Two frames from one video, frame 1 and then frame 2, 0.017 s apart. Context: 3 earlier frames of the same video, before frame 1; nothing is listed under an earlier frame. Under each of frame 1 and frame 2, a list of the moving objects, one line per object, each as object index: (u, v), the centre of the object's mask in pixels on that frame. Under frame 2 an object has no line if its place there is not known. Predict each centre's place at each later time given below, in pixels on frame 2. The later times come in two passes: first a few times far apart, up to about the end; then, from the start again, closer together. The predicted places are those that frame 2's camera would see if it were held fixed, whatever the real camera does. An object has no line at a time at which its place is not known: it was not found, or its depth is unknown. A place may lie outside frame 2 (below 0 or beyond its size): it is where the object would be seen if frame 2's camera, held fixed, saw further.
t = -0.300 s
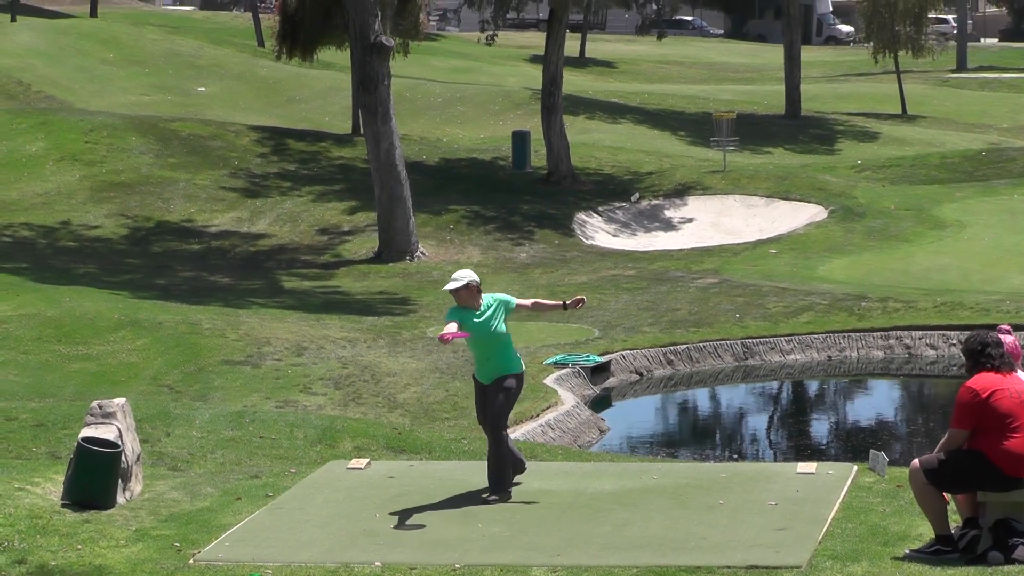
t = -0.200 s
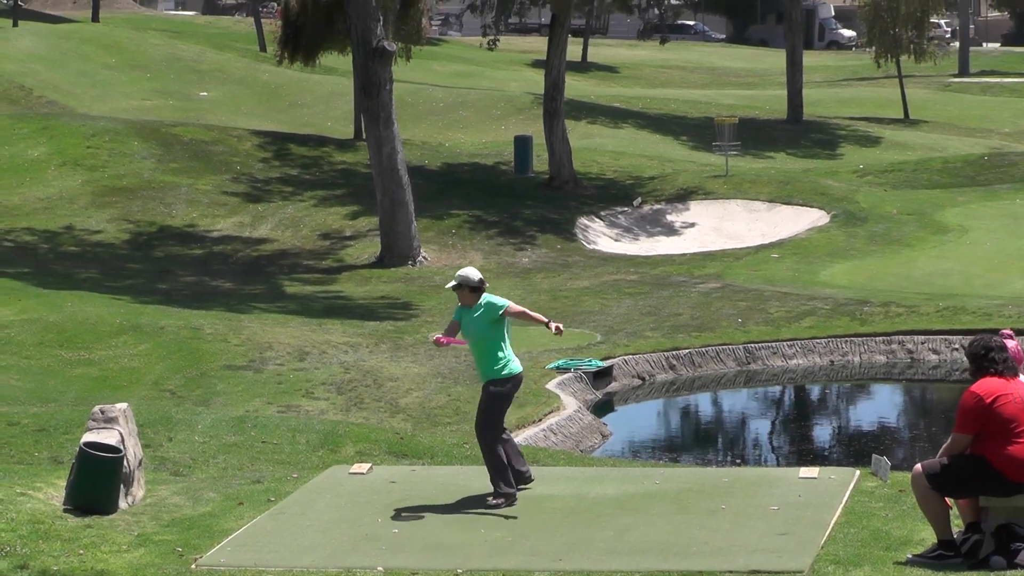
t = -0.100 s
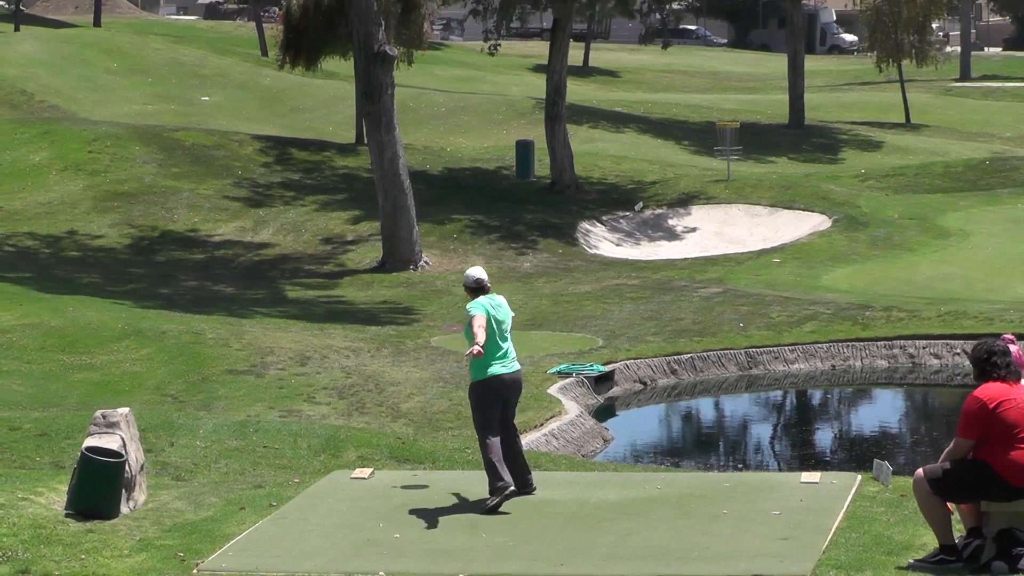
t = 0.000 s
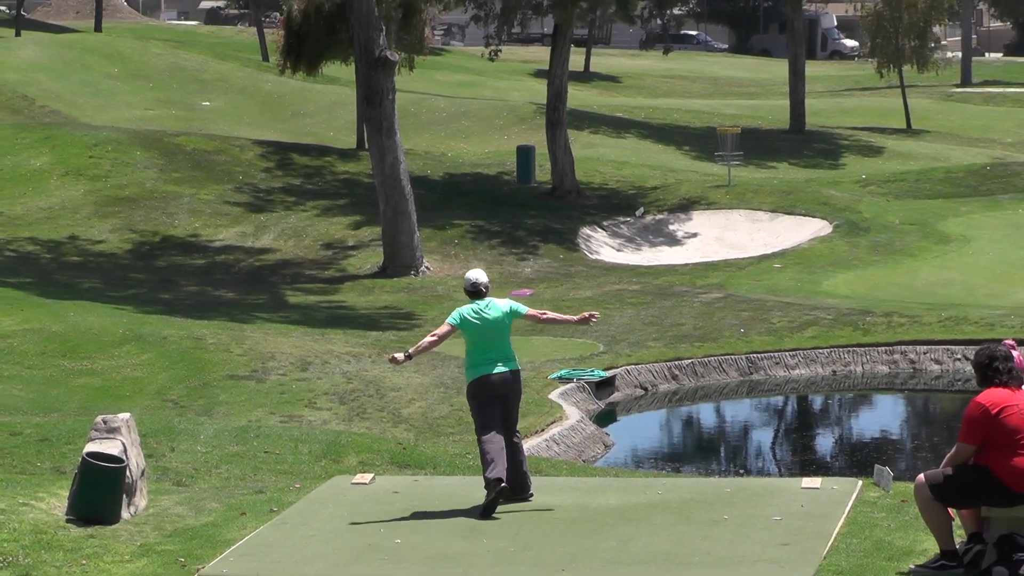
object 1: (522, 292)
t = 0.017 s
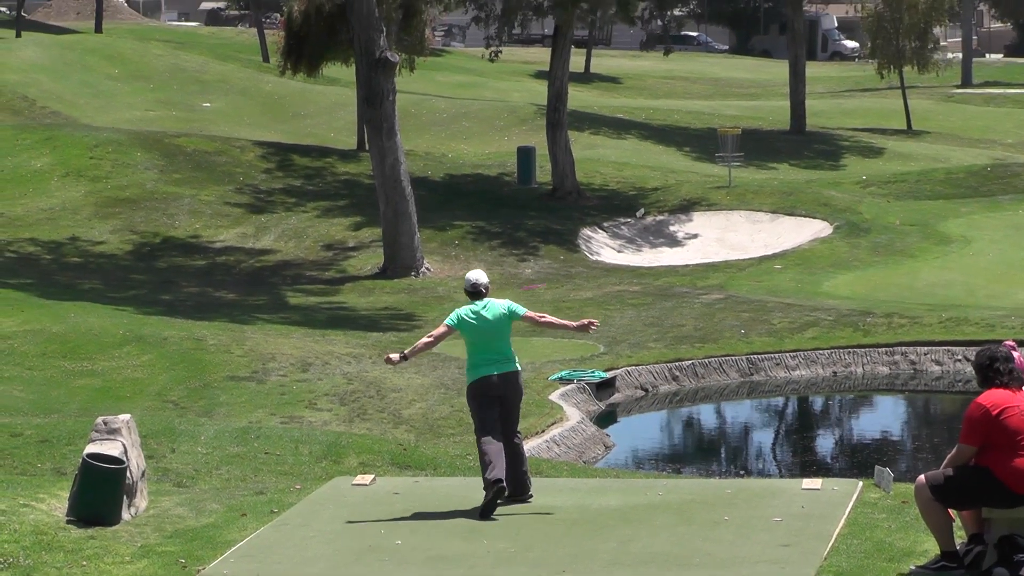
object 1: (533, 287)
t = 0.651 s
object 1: (788, 146)
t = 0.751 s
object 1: (813, 141)
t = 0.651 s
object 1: (788, 146)
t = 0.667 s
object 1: (792, 145)
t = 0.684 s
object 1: (797, 144)
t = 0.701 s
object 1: (800, 144)
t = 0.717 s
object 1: (805, 143)
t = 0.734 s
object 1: (809, 142)
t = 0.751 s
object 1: (813, 141)
